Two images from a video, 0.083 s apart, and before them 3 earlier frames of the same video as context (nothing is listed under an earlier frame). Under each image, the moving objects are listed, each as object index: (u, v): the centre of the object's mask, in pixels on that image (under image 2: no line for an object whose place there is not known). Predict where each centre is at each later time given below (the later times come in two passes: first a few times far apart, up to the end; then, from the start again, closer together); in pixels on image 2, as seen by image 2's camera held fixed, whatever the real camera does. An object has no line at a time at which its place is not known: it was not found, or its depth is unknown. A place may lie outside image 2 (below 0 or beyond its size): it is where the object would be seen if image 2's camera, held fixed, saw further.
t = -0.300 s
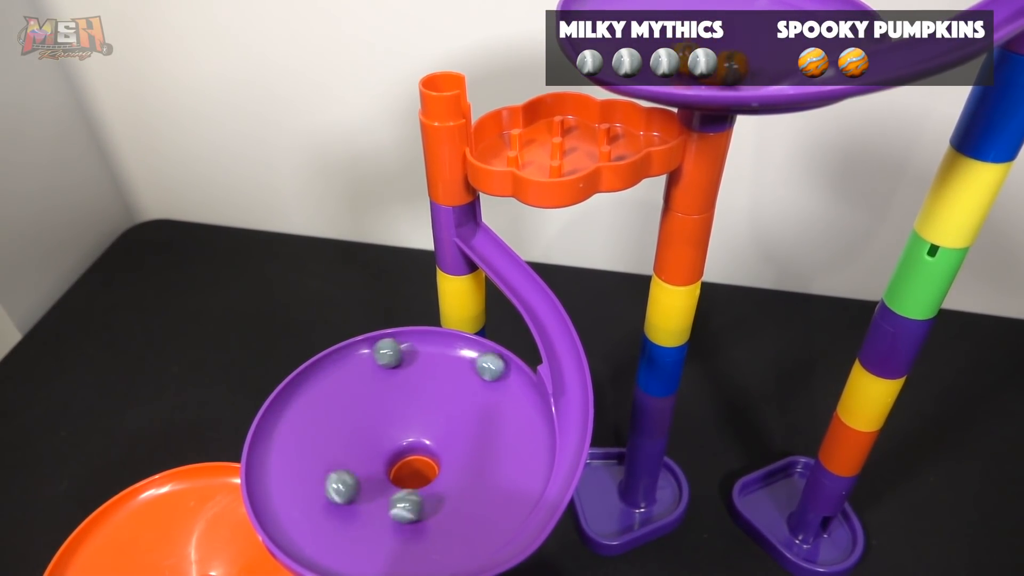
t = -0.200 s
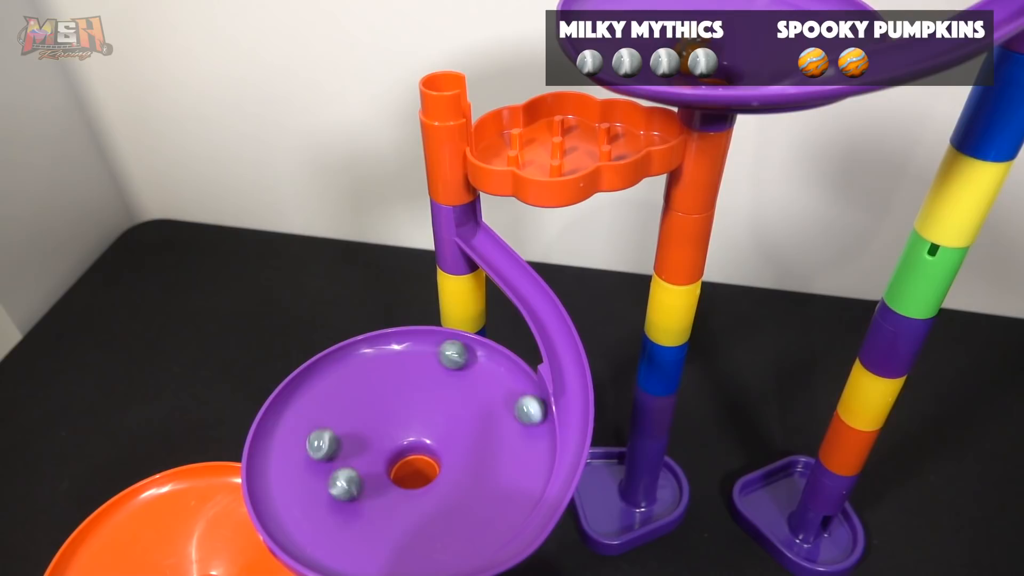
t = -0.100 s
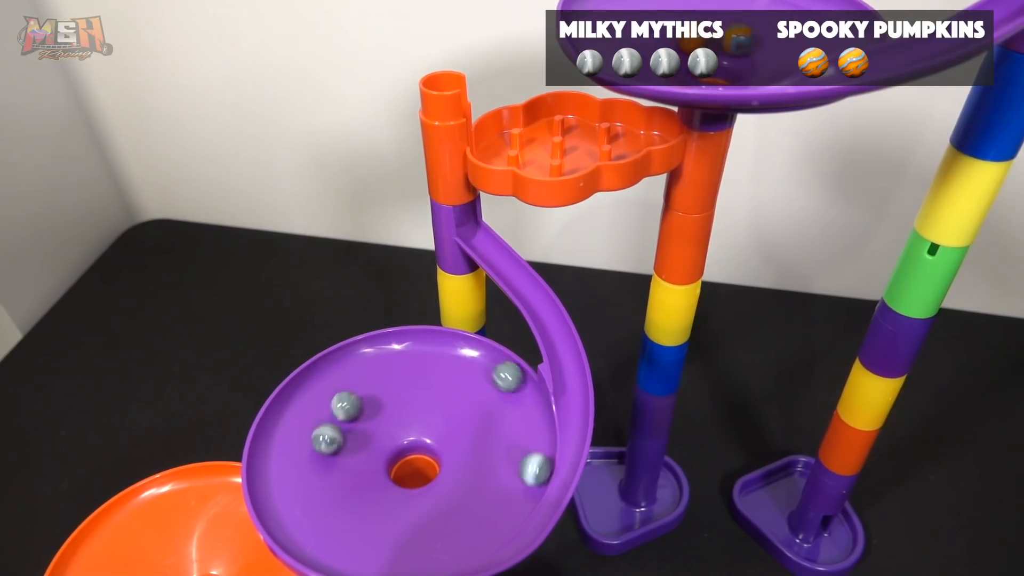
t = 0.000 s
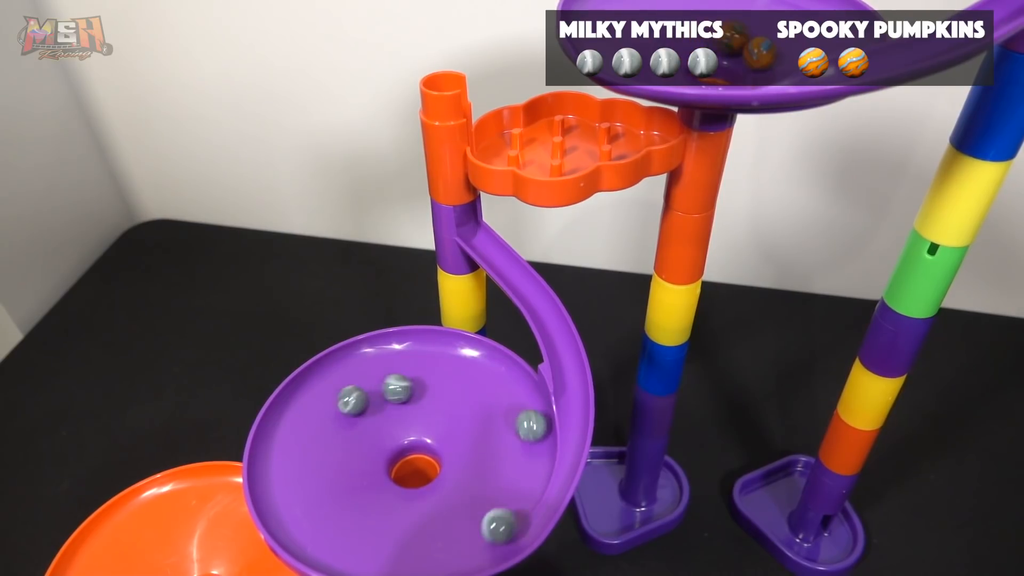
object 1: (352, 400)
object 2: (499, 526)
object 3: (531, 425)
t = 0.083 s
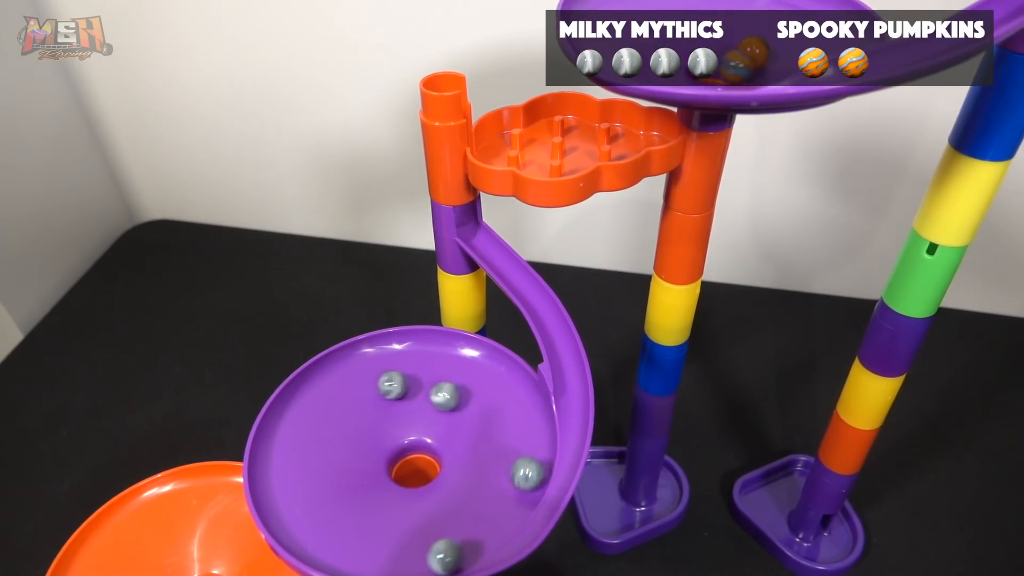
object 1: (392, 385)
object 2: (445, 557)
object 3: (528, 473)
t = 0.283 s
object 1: (483, 430)
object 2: (316, 539)
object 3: (436, 559)
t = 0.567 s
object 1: (391, 514)
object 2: (329, 396)
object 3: (311, 475)
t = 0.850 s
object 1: (396, 395)
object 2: (491, 365)
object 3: (425, 349)
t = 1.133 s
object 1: (465, 452)
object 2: (477, 515)
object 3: (522, 429)
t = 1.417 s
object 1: (356, 446)
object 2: (313, 517)
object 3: (399, 534)
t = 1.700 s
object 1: (464, 441)
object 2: (373, 386)
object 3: (333, 416)
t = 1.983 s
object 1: (378, 471)
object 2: (525, 396)
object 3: (477, 369)
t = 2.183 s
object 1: (417, 404)
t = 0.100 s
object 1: (401, 384)
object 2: (434, 559)
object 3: (524, 483)
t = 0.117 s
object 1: (411, 384)
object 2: (422, 561)
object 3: (519, 492)
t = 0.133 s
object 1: (420, 385)
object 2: (409, 562)
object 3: (514, 502)
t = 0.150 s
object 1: (429, 387)
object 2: (397, 563)
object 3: (508, 511)
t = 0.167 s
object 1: (438, 390)
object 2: (385, 563)
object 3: (501, 519)
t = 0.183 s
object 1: (446, 393)
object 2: (373, 562)
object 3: (493, 527)
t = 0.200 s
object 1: (454, 397)
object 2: (362, 560)
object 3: (484, 534)
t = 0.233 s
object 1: (469, 408)
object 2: (341, 555)
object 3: (466, 548)
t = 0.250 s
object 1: (475, 415)
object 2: (333, 550)
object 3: (456, 553)
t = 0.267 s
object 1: (479, 422)
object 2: (324, 545)
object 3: (447, 558)
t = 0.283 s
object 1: (483, 430)
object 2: (316, 539)
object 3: (436, 559)
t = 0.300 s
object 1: (485, 438)
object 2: (309, 532)
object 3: (425, 560)
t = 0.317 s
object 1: (486, 446)
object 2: (303, 525)
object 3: (413, 560)
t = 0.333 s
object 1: (487, 454)
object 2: (297, 517)
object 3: (403, 560)
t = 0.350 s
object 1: (485, 463)
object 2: (293, 509)
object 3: (391, 559)
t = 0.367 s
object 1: (482, 471)
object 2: (290, 500)
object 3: (382, 558)
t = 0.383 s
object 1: (478, 479)
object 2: (288, 491)
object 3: (371, 555)
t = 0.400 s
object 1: (474, 486)
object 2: (287, 482)
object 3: (363, 551)
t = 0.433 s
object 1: (460, 499)
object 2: (288, 465)
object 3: (345, 541)
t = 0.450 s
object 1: (452, 505)
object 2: (290, 455)
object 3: (338, 535)
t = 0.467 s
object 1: (446, 509)
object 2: (293, 445)
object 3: (331, 528)
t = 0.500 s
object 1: (428, 515)
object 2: (302, 428)
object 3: (320, 512)
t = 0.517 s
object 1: (418, 516)
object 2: (308, 419)
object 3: (316, 503)
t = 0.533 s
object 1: (409, 517)
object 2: (314, 411)
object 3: (313, 494)
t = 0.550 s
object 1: (400, 516)
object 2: (321, 404)
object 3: (311, 485)
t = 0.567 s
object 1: (391, 514)
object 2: (329, 396)
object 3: (311, 475)
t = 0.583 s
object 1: (382, 511)
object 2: (338, 389)
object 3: (312, 464)
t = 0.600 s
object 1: (375, 507)
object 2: (346, 382)
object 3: (313, 454)
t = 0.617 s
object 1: (368, 502)
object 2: (356, 377)
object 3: (317, 444)
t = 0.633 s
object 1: (362, 496)
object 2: (366, 372)
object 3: (321, 434)
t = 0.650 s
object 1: (357, 489)
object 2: (377, 367)
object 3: (326, 424)
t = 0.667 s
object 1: (354, 481)
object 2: (387, 363)
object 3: (332, 415)
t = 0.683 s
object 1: (351, 474)
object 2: (398, 359)
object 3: (339, 406)
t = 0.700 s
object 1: (350, 465)
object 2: (409, 357)
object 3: (346, 398)
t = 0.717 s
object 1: (351, 456)
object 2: (419, 354)
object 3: (353, 390)
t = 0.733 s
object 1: (352, 447)
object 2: (430, 353)
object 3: (362, 382)
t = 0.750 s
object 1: (356, 438)
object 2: (440, 352)
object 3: (371, 375)
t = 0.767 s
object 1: (360, 429)
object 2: (450, 352)
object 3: (380, 369)
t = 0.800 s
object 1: (372, 413)
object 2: (469, 354)
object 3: (397, 359)
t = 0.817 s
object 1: (380, 406)
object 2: (478, 356)
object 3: (407, 355)
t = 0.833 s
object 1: (387, 400)
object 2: (486, 360)
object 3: (416, 352)
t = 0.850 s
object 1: (396, 395)
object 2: (491, 365)
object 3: (425, 349)
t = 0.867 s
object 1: (403, 390)
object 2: (498, 372)
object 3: (434, 347)
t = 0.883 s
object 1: (412, 387)
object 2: (503, 379)
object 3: (443, 345)
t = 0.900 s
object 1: (420, 384)
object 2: (508, 386)
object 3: (451, 346)
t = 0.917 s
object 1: (429, 383)
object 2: (511, 394)
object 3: (458, 350)
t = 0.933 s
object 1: (437, 382)
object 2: (514, 402)
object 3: (464, 353)
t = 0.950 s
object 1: (445, 382)
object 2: (517, 411)
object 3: (471, 358)
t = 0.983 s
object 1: (457, 386)
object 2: (519, 430)
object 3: (483, 368)
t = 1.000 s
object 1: (462, 391)
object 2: (519, 439)
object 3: (490, 373)
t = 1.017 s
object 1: (465, 396)
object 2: (518, 449)
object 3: (497, 378)
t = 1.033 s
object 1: (468, 402)
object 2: (515, 460)
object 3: (503, 384)
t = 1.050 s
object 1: (470, 409)
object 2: (511, 469)
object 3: (508, 390)
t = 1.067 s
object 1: (471, 416)
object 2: (506, 479)
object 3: (513, 397)
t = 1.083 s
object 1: (471, 425)
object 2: (500, 489)
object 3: (516, 404)
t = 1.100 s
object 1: (470, 433)
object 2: (494, 498)
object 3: (519, 412)
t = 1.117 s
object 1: (468, 442)
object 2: (486, 506)
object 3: (522, 420)
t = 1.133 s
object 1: (465, 452)
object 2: (477, 515)
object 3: (522, 429)
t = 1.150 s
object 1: (459, 460)
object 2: (467, 522)
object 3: (523, 437)
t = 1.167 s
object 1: (452, 468)
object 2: (457, 529)
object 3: (522, 446)
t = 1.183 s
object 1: (445, 474)
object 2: (447, 534)
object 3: (519, 455)
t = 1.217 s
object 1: (427, 483)
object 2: (424, 542)
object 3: (512, 473)
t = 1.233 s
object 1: (417, 486)
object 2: (413, 546)
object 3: (507, 481)
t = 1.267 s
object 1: (398, 487)
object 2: (390, 548)
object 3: (494, 499)
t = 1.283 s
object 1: (388, 485)
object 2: (380, 548)
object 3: (486, 506)
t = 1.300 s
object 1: (380, 483)
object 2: (369, 547)
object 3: (476, 512)
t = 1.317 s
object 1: (372, 479)
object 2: (360, 545)
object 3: (466, 518)
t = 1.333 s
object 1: (367, 475)
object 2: (351, 543)
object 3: (456, 524)
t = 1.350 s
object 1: (361, 469)
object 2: (341, 539)
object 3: (445, 528)
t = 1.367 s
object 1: (358, 464)
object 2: (333, 535)
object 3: (433, 531)
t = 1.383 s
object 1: (356, 458)
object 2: (326, 529)
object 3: (421, 533)
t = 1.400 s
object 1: (355, 452)
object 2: (319, 524)
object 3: (410, 534)
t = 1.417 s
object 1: (356, 446)
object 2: (313, 517)
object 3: (399, 534)
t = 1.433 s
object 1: (358, 440)
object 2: (309, 510)
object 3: (388, 532)
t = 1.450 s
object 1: (361, 435)
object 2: (306, 502)
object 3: (376, 530)
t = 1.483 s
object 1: (371, 425)
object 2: (302, 486)
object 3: (356, 522)
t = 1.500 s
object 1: (379, 421)
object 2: (301, 478)
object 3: (348, 517)
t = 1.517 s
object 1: (386, 418)
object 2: (302, 469)
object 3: (340, 510)
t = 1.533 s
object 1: (395, 416)
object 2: (304, 461)
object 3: (334, 503)
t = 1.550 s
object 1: (402, 414)
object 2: (307, 452)
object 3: (328, 496)
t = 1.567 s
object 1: (412, 413)
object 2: (311, 443)
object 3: (323, 488)
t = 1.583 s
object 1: (420, 414)
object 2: (315, 435)
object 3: (320, 479)
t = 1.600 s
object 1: (430, 415)
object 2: (321, 427)
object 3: (319, 470)
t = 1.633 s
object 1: (444, 421)
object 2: (336, 411)
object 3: (319, 452)
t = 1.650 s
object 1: (451, 425)
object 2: (344, 404)
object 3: (321, 442)
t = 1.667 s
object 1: (456, 430)
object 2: (353, 398)
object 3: (324, 433)
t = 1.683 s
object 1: (461, 435)
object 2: (363, 391)
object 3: (328, 424)
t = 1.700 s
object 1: (464, 441)
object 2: (373, 386)
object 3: (333, 416)
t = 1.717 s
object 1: (466, 447)
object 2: (384, 381)
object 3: (339, 408)
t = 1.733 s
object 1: (466, 453)
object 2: (394, 377)
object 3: (347, 400)
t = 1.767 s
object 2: (416, 371)
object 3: (362, 387)
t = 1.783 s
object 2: (427, 369)
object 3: (370, 381)
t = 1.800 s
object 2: (437, 368)
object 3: (379, 376)
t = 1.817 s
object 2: (447, 368)
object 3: (389, 372)
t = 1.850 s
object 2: (467, 369)
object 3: (407, 366)
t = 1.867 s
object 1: (428, 489)
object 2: (476, 371)
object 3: (417, 364)
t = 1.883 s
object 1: (420, 490)
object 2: (484, 373)
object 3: (426, 362)
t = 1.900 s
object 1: (412, 490)
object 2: (493, 376)
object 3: (435, 362)
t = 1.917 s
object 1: (404, 488)
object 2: (500, 379)
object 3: (444, 362)
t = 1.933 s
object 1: (396, 486)
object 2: (508, 383)
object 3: (453, 363)
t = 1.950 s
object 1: (389, 482)
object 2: (514, 387)
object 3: (462, 364)
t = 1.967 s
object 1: (383, 477)
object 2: (520, 391)
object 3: (470, 366)
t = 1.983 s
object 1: (378, 471)
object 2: (525, 396)
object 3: (477, 369)
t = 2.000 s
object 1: (376, 463)
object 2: (529, 402)
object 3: (484, 373)
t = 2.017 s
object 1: (374, 455)
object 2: (531, 409)
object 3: (491, 377)
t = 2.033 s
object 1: (373, 448)
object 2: (532, 416)
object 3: (497, 381)
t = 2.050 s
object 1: (375, 439)
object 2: (533, 422)
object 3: (503, 387)
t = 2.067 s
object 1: (378, 433)
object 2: (532, 430)
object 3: (507, 392)
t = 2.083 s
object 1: (382, 425)
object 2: (530, 437)
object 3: (511, 399)
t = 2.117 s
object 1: (392, 414)
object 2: (525, 453)
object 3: (517, 412)
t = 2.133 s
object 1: (398, 410)
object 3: (518, 420)
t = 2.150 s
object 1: (404, 407)
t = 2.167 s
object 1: (411, 405)
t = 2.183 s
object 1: (417, 404)
